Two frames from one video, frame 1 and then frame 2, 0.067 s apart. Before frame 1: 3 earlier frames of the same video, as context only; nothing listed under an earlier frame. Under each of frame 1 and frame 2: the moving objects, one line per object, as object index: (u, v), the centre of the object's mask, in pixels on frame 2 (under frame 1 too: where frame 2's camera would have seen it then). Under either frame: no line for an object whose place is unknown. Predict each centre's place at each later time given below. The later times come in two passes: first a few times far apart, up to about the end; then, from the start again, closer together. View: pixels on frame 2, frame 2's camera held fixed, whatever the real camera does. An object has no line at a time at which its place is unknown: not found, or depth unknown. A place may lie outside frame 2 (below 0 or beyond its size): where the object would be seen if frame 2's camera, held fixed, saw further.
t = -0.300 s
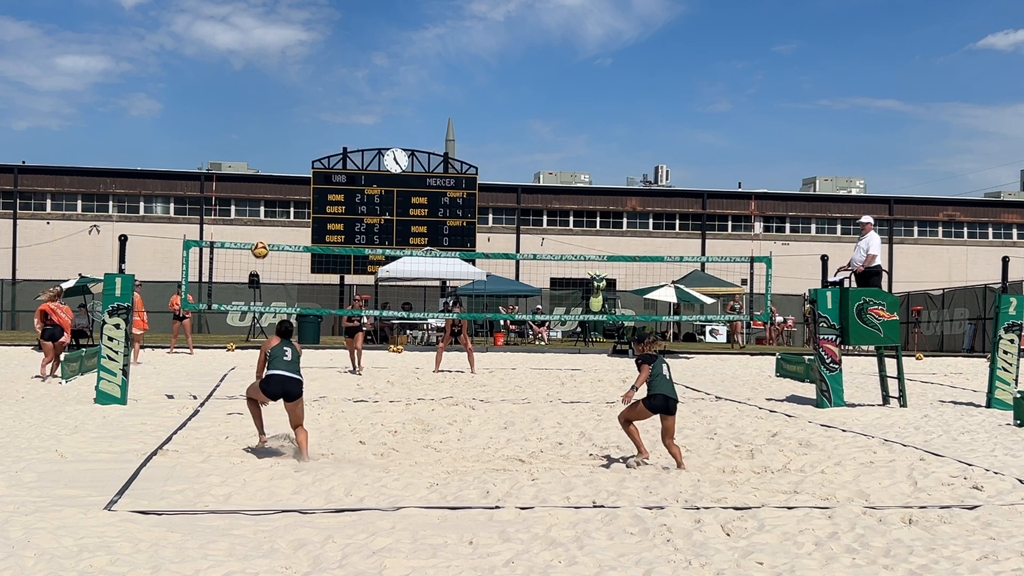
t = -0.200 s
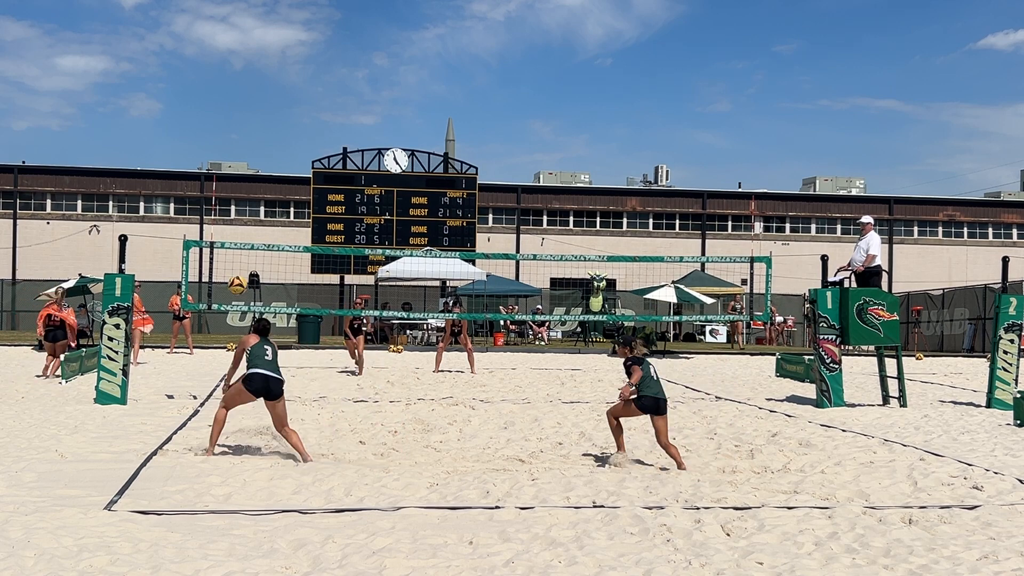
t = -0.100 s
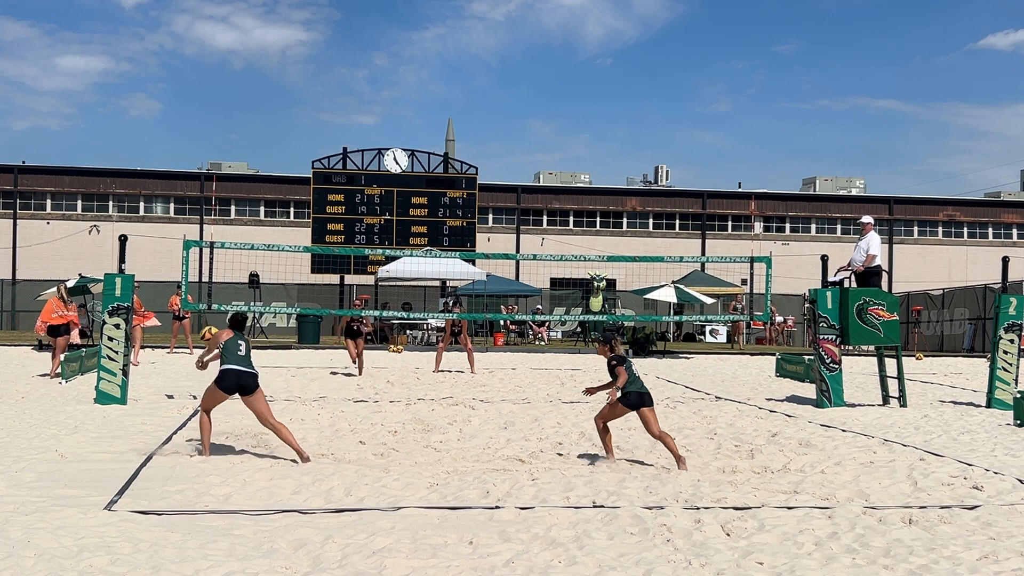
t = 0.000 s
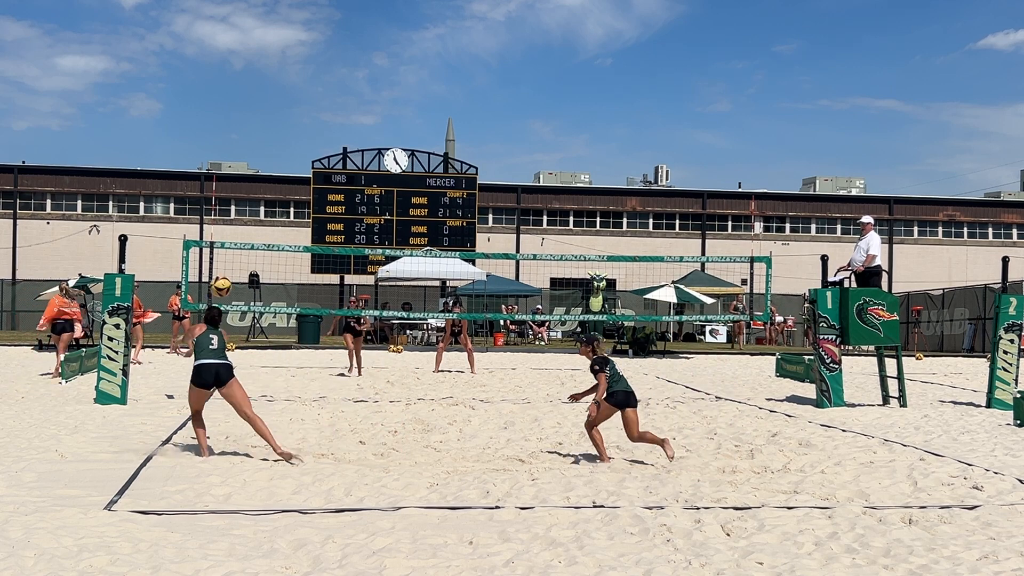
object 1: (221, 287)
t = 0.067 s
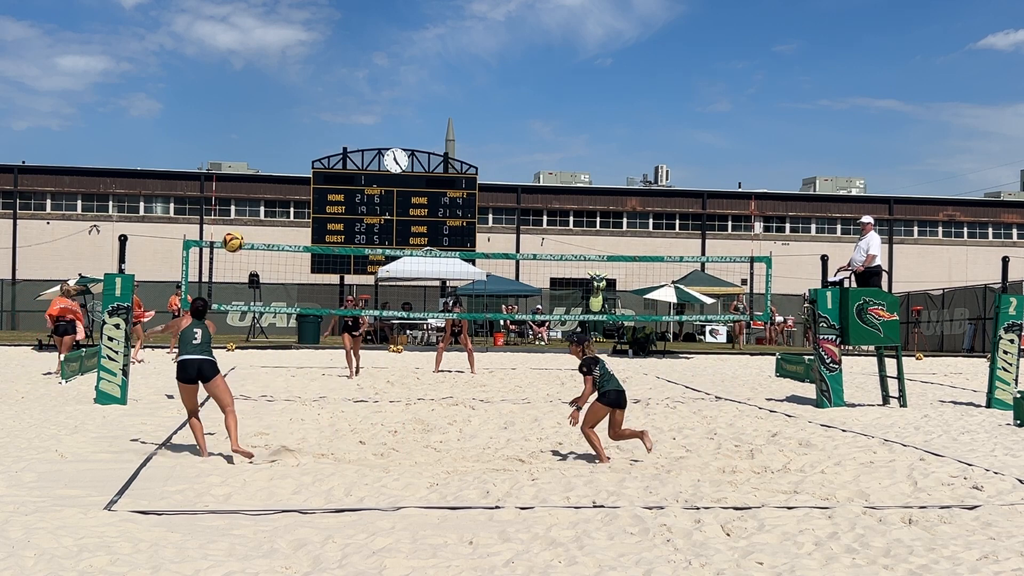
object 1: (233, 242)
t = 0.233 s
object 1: (263, 154)
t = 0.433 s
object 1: (296, 87)
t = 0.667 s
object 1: (334, 56)
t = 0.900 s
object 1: (370, 74)
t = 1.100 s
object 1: (399, 127)
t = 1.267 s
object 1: (423, 196)
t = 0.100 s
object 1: (239, 223)
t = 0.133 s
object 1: (245, 204)
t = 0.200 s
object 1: (257, 170)
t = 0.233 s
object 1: (263, 154)
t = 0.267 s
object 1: (269, 140)
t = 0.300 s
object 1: (275, 127)
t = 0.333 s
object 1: (280, 115)
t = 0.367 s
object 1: (286, 104)
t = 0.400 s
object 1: (291, 95)
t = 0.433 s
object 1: (296, 87)
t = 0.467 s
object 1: (302, 79)
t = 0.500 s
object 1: (308, 72)
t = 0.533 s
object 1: (313, 67)
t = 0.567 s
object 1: (318, 63)
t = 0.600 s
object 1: (324, 59)
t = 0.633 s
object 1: (329, 57)
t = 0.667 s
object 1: (334, 56)
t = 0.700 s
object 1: (340, 55)
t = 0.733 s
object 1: (345, 56)
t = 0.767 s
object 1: (350, 58)
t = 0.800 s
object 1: (355, 60)
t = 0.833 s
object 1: (360, 64)
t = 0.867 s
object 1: (365, 69)
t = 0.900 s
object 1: (370, 74)
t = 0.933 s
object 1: (375, 80)
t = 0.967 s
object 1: (380, 88)
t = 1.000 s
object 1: (385, 97)
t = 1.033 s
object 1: (390, 106)
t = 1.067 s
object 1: (395, 116)
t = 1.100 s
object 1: (399, 127)
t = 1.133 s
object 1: (404, 139)
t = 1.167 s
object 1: (409, 152)
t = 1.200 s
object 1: (414, 166)
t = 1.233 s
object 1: (419, 180)
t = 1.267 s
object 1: (423, 196)
